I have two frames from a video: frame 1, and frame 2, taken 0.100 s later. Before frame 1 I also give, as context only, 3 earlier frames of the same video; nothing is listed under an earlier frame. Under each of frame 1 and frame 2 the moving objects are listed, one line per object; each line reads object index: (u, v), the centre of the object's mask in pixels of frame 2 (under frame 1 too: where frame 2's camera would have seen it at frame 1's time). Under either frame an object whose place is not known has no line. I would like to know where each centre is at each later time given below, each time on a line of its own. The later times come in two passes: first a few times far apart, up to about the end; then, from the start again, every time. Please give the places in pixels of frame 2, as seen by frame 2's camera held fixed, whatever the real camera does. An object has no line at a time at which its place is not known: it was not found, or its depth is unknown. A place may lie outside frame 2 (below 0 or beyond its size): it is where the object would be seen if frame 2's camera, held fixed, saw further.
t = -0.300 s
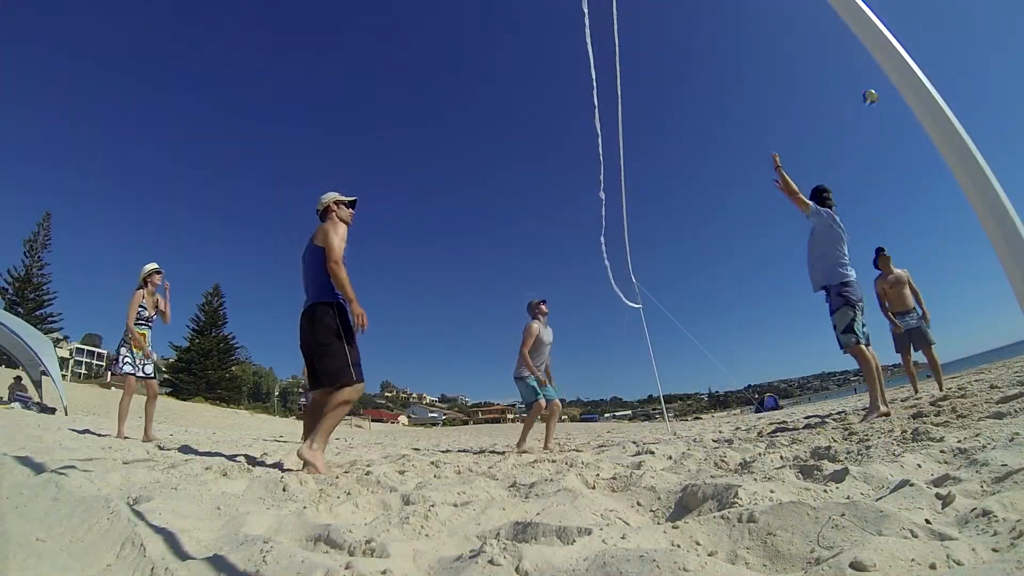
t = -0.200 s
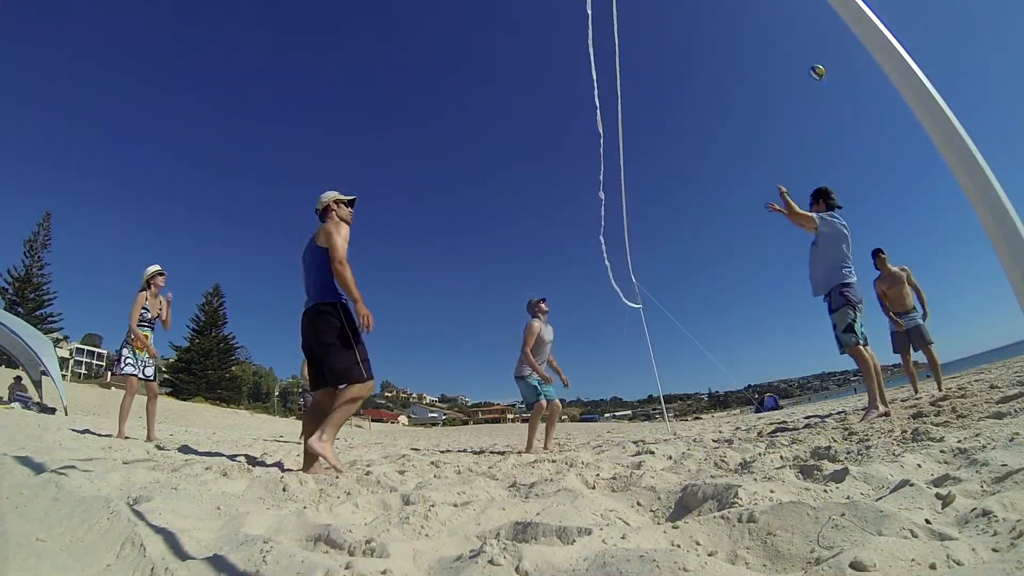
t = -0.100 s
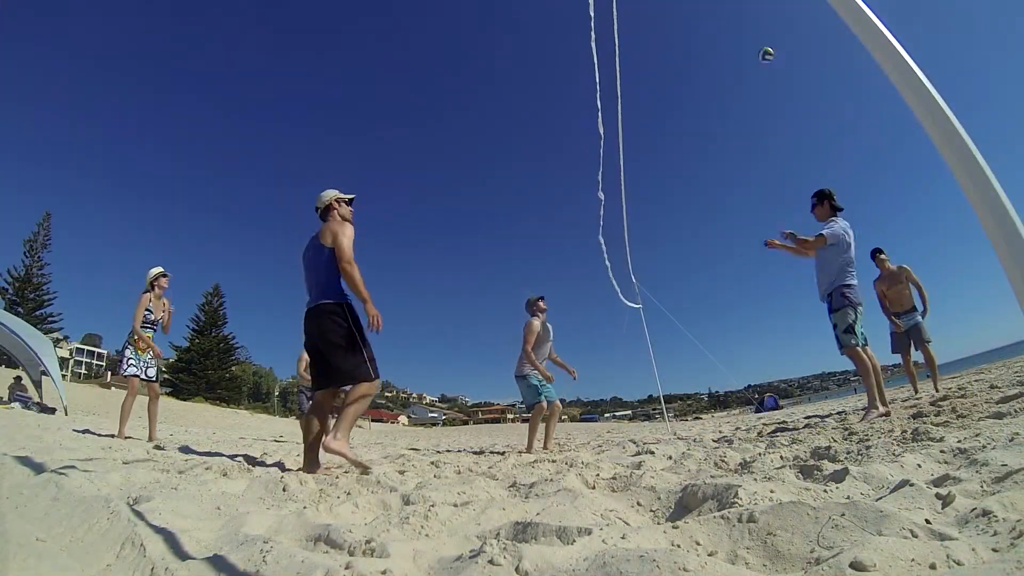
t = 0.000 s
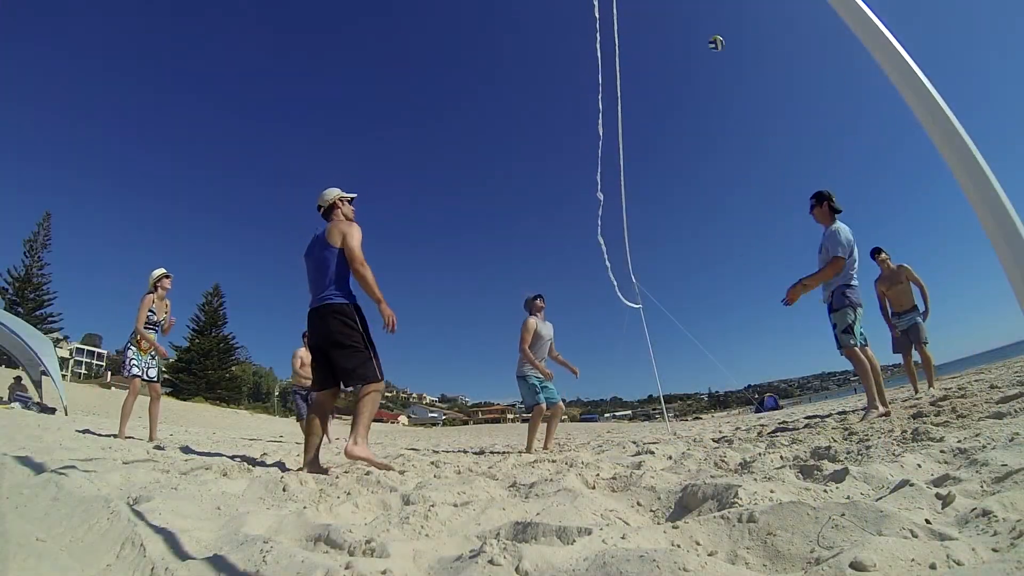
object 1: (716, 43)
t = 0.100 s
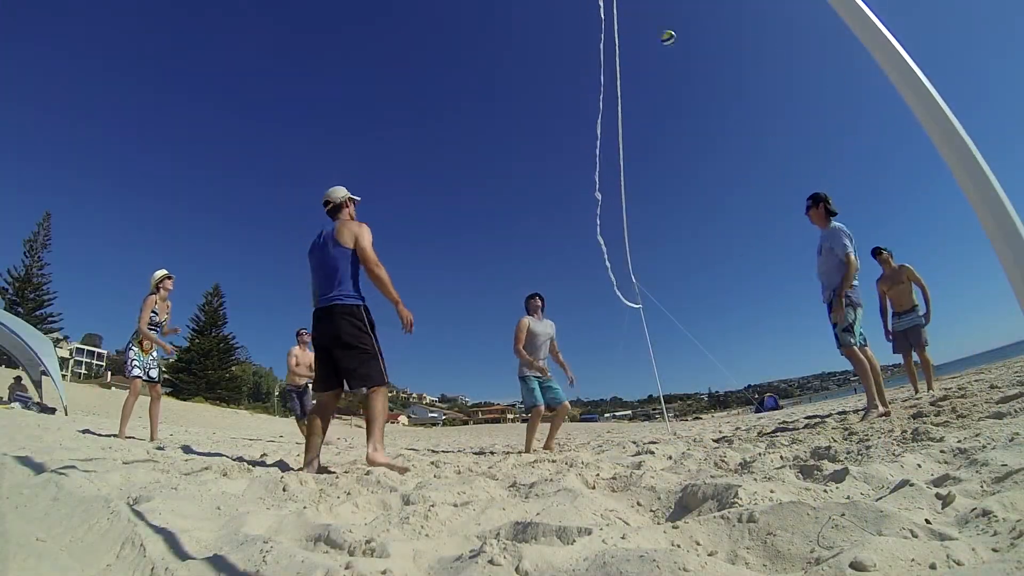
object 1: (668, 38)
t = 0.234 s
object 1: (604, 40)
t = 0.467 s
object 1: (494, 73)
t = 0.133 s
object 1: (652, 37)
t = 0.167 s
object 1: (636, 38)
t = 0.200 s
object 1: (622, 38)
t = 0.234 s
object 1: (604, 40)
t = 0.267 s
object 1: (588, 42)
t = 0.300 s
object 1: (572, 45)
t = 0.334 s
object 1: (557, 49)
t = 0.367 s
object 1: (541, 54)
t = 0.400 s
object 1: (526, 60)
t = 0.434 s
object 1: (510, 65)
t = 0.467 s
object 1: (494, 73)
